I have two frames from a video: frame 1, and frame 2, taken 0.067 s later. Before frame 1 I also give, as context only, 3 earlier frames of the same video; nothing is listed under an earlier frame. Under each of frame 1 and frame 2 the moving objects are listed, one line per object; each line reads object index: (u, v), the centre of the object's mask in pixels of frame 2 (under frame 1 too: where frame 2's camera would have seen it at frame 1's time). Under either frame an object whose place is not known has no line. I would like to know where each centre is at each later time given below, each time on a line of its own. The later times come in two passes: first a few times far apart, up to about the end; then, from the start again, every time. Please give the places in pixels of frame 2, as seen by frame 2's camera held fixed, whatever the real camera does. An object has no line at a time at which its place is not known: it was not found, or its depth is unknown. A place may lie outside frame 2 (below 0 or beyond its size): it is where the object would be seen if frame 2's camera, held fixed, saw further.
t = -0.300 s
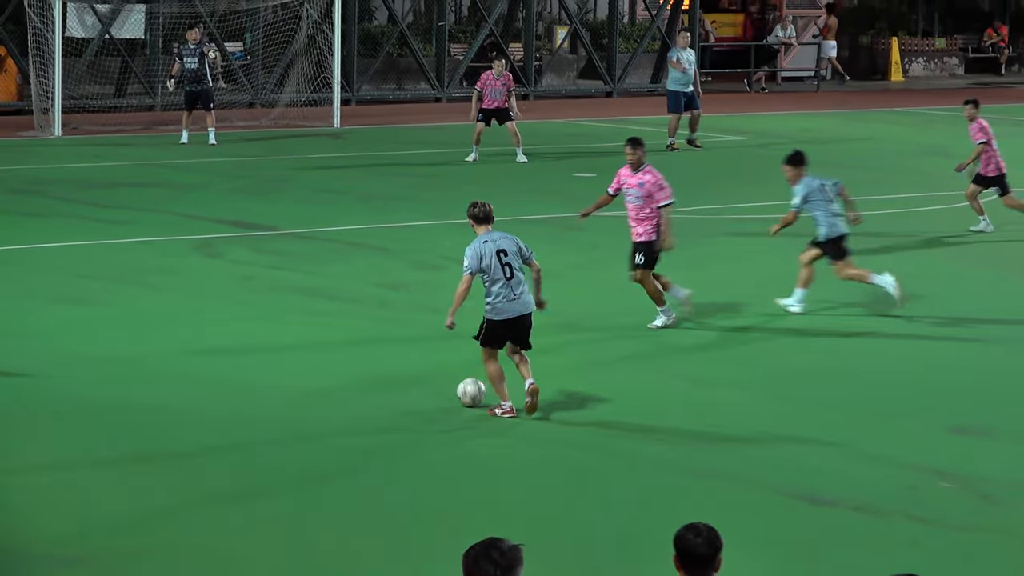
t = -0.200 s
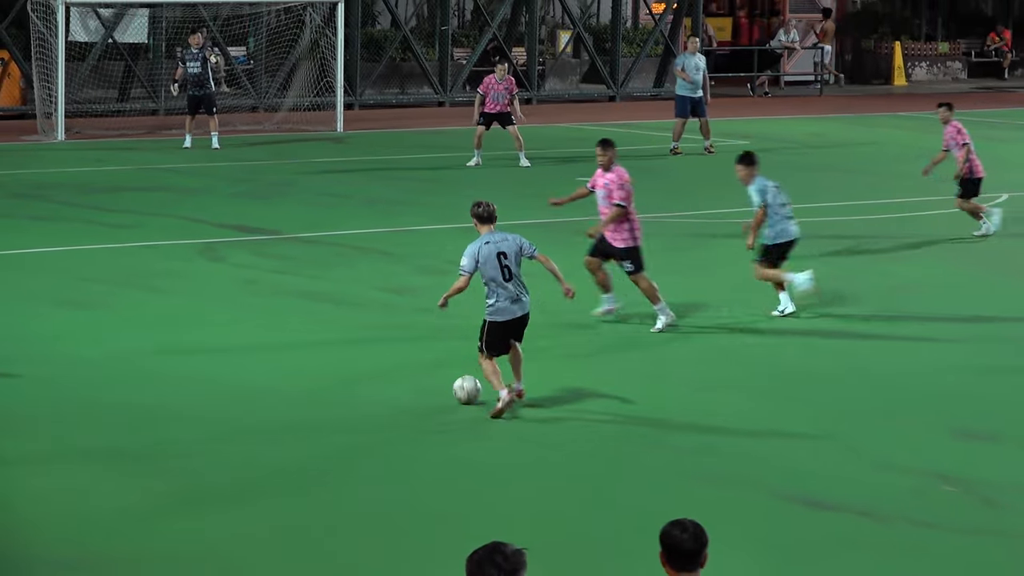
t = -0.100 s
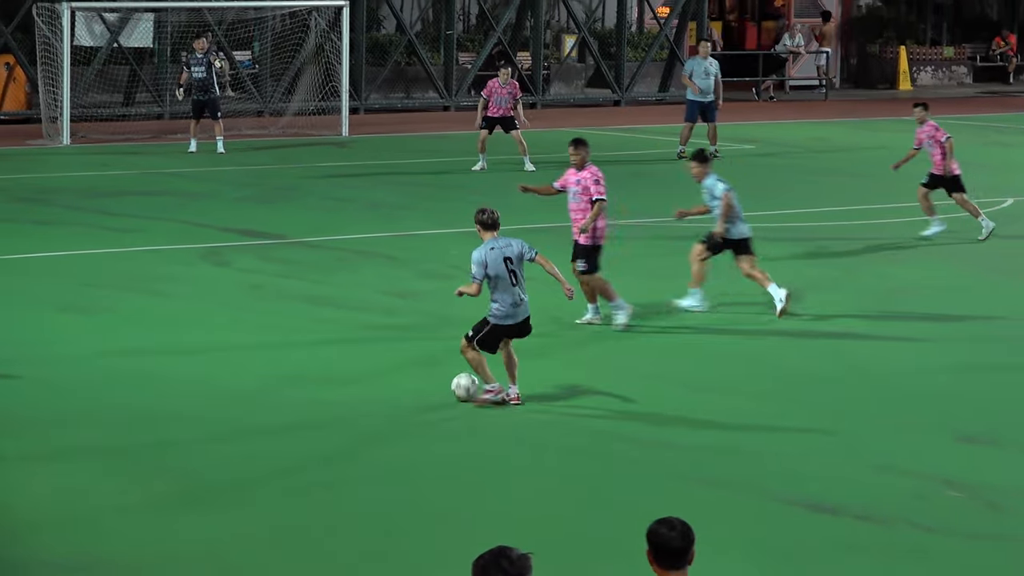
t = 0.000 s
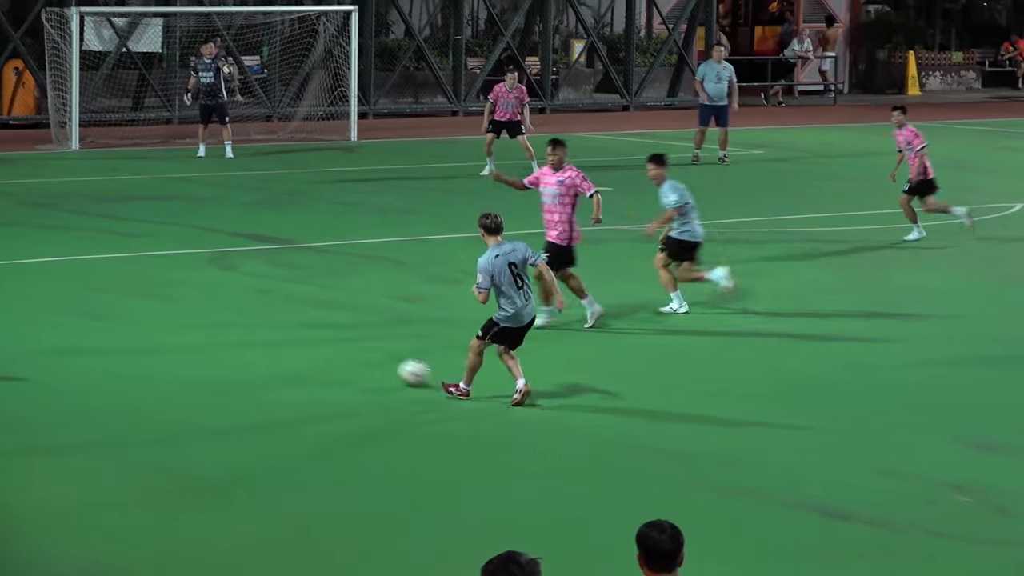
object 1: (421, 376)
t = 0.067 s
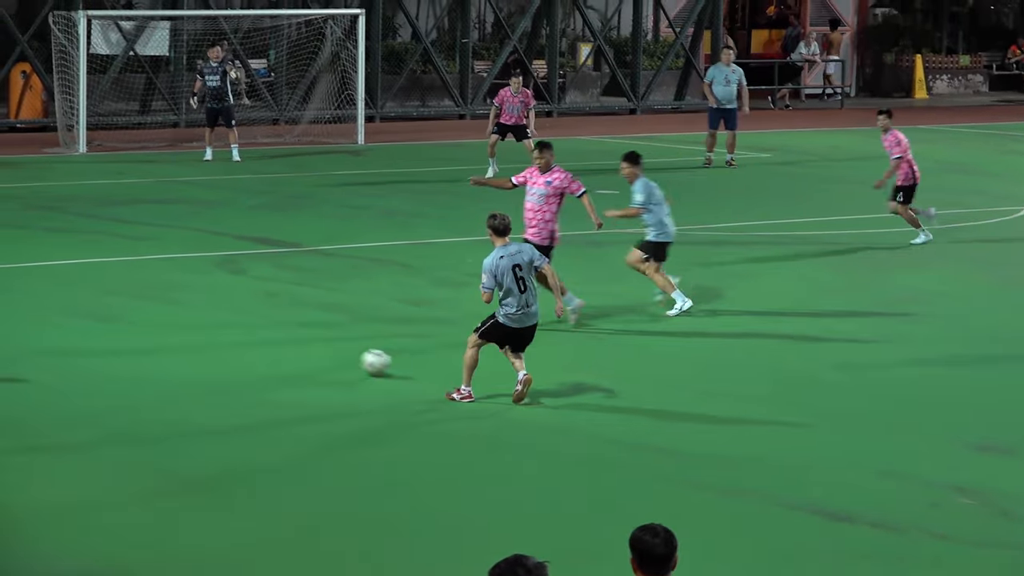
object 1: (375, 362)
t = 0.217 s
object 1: (291, 336)
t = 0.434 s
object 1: (205, 309)
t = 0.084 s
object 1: (365, 359)
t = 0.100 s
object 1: (354, 356)
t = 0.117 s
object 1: (344, 353)
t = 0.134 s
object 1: (335, 350)
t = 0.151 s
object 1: (326, 347)
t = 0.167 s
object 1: (317, 345)
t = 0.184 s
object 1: (308, 342)
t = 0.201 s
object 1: (300, 339)
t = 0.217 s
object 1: (291, 336)
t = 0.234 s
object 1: (283, 334)
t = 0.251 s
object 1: (275, 332)
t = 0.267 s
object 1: (268, 329)
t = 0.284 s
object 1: (260, 327)
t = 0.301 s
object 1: (253, 325)
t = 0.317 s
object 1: (247, 323)
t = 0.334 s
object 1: (240, 320)
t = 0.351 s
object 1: (234, 318)
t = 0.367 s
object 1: (227, 317)
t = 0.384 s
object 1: (222, 314)
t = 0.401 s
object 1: (216, 312)
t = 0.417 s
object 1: (210, 310)
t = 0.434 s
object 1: (205, 309)
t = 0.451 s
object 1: (199, 308)
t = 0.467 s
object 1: (194, 306)
